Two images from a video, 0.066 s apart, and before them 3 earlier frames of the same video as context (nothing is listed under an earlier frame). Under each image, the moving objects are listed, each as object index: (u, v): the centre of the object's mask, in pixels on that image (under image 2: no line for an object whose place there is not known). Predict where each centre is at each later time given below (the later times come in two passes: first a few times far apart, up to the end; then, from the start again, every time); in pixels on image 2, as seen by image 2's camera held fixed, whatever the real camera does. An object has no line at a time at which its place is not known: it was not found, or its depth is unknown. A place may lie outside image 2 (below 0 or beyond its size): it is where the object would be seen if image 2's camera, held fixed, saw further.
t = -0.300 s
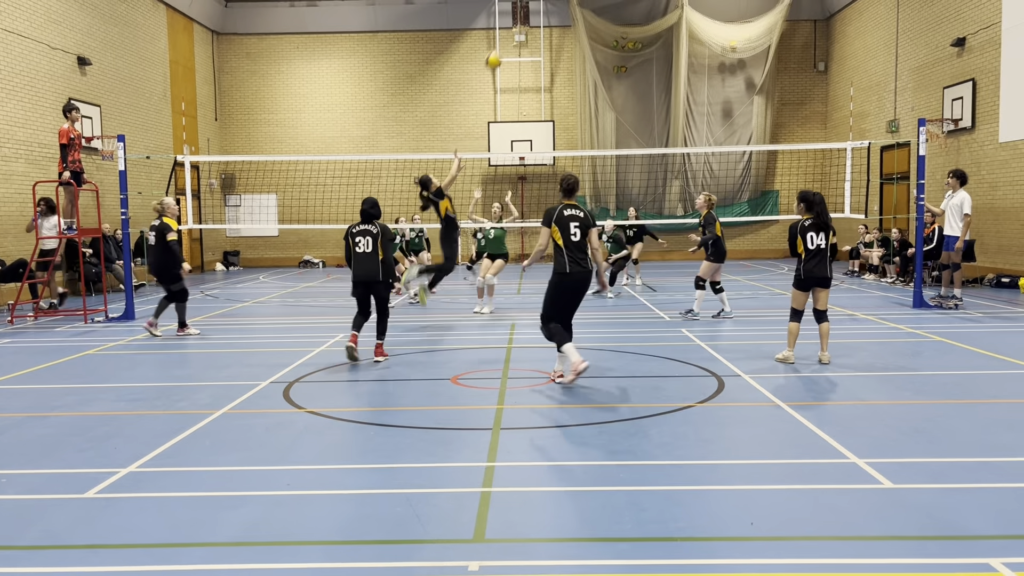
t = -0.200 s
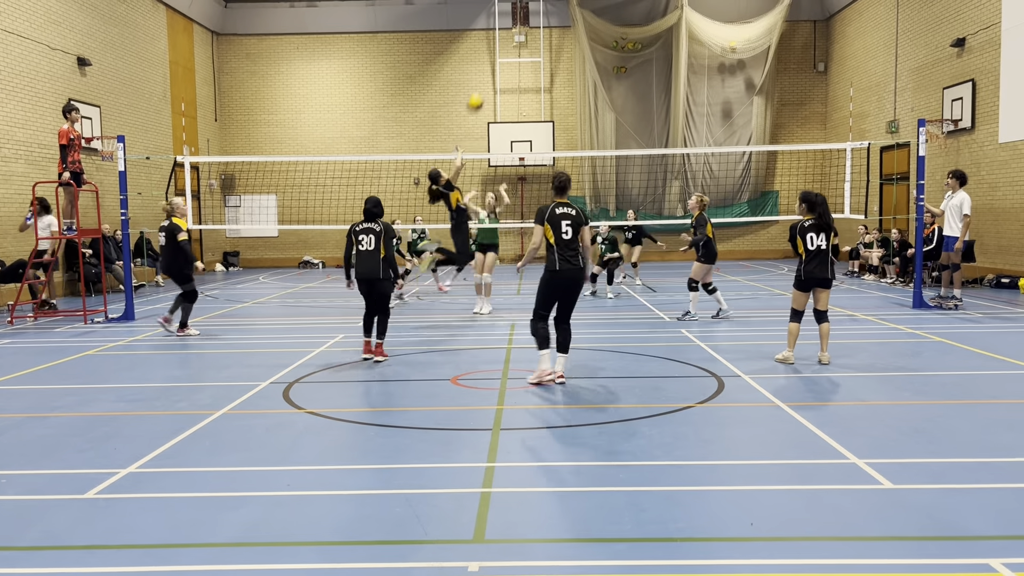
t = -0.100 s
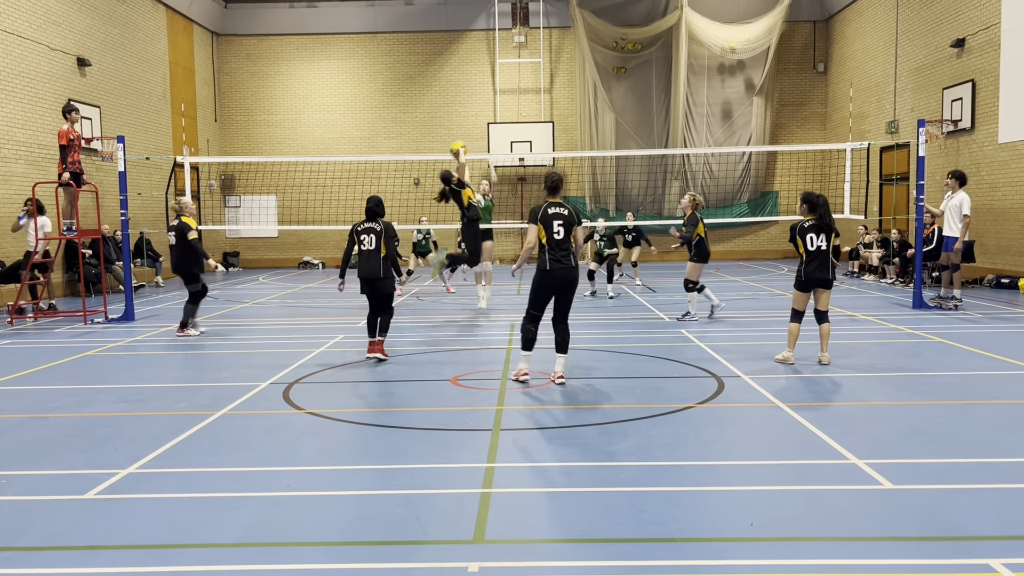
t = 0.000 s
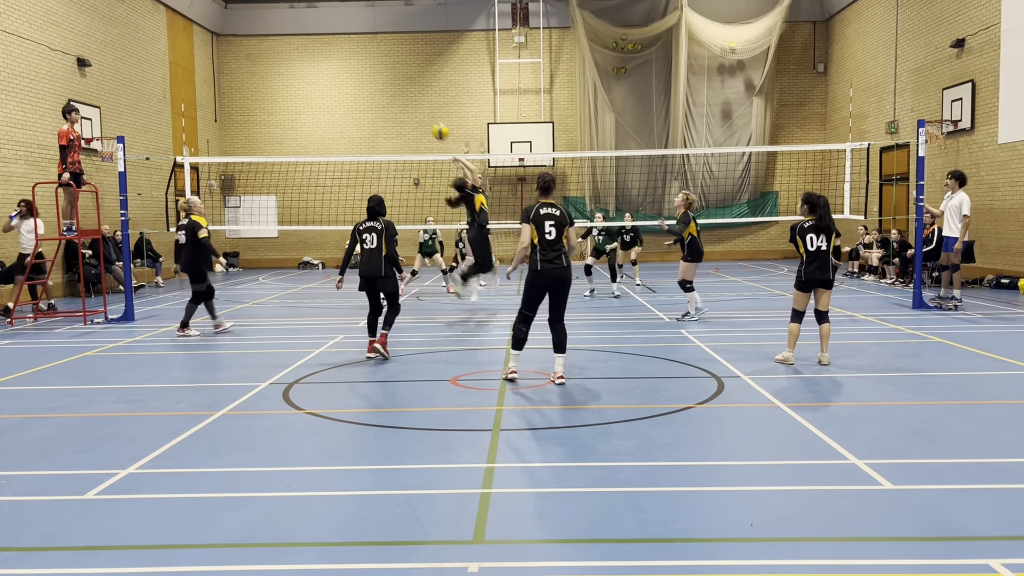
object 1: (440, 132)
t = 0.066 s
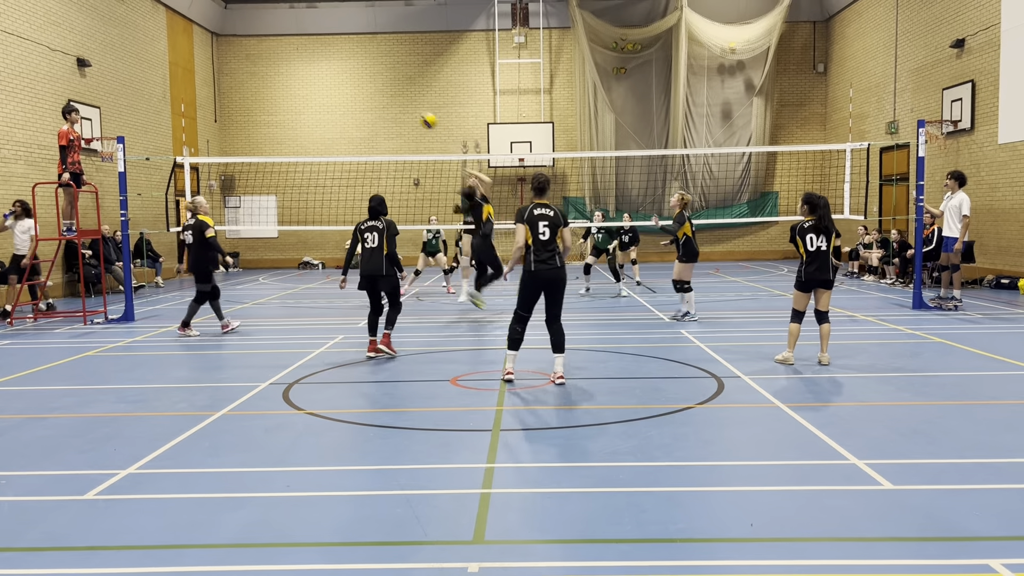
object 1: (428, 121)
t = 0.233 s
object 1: (399, 109)
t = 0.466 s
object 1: (367, 127)
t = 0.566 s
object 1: (354, 145)
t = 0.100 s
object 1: (422, 117)
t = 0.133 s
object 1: (416, 114)
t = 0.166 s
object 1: (411, 111)
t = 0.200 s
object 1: (405, 110)
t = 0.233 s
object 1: (399, 109)
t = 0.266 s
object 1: (394, 110)
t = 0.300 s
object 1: (389, 111)
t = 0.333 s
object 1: (384, 113)
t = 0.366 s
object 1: (380, 115)
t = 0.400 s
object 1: (375, 119)
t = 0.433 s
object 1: (371, 124)
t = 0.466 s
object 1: (367, 127)
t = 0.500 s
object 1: (362, 133)
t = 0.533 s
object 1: (358, 139)
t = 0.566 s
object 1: (354, 145)
